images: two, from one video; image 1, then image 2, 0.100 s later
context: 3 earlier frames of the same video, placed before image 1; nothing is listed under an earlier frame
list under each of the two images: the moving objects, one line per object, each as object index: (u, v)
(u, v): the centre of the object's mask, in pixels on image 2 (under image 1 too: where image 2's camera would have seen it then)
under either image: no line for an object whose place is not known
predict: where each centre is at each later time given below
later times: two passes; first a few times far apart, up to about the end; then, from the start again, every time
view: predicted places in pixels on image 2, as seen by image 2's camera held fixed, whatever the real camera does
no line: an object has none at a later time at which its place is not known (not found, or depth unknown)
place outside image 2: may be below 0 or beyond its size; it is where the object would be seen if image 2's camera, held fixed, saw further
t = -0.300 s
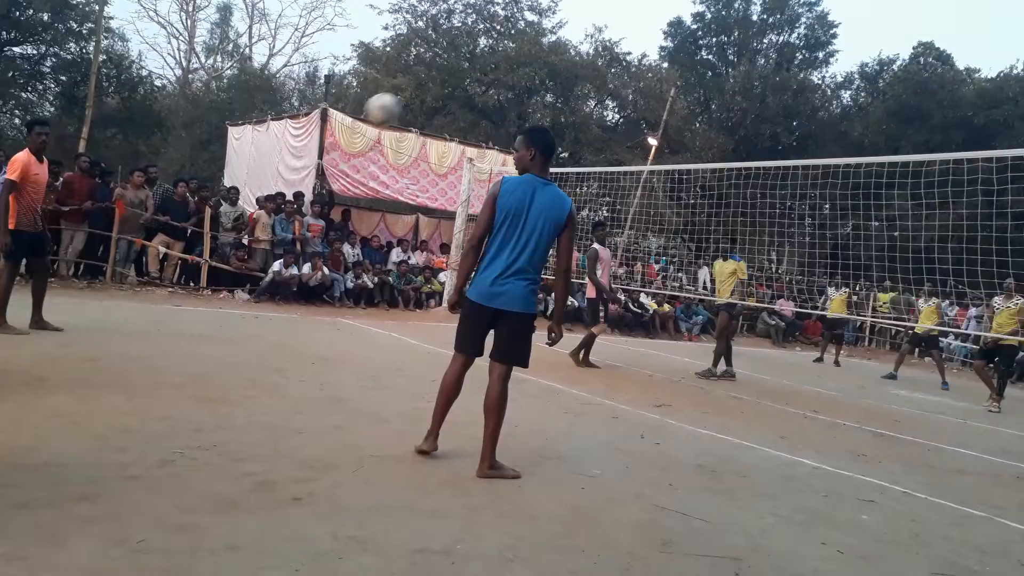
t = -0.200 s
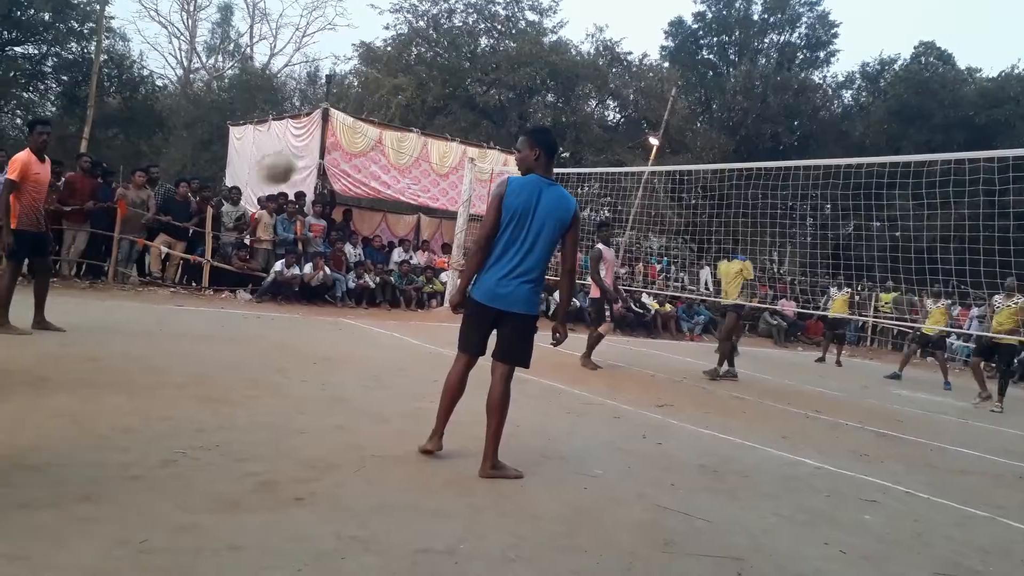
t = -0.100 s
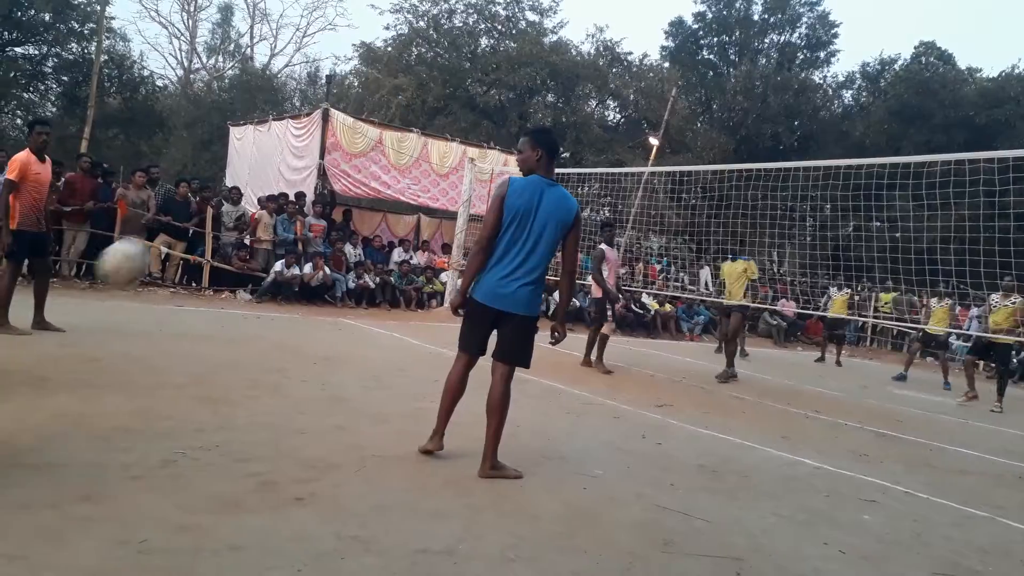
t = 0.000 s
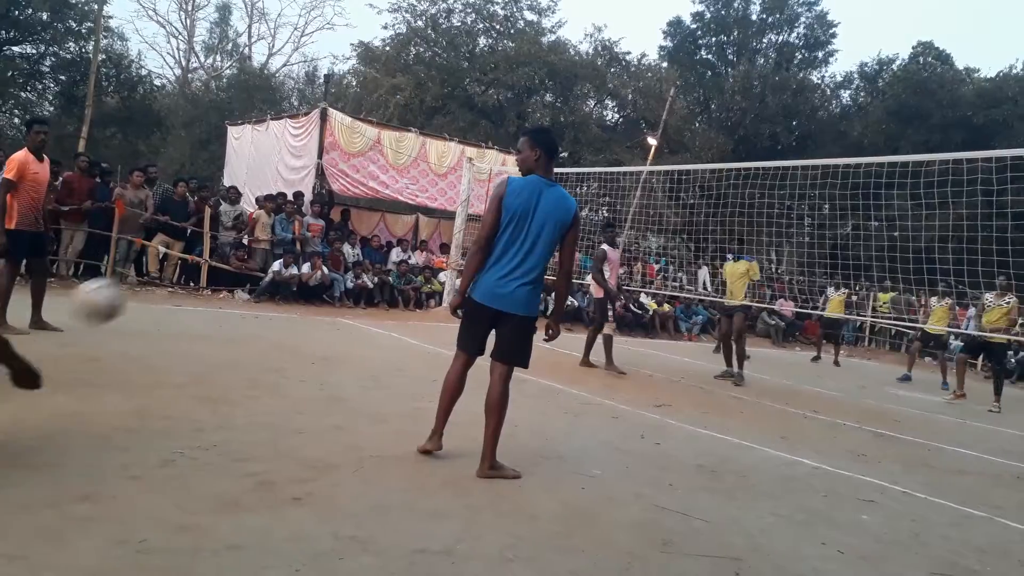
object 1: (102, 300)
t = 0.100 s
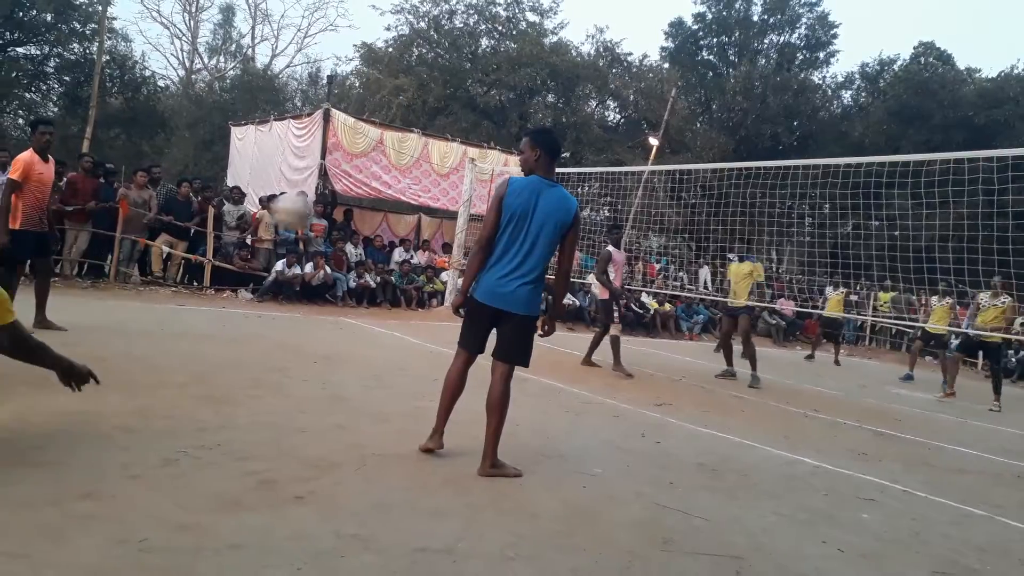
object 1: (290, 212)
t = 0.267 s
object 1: (493, 142)
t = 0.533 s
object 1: (667, 130)
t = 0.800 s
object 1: (752, 174)
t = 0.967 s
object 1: (786, 211)
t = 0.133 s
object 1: (342, 190)
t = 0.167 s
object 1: (388, 174)
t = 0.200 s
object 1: (427, 163)
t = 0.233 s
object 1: (461, 151)
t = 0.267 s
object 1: (493, 142)
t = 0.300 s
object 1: (517, 135)
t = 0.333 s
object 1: (551, 128)
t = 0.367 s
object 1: (570, 128)
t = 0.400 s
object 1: (594, 126)
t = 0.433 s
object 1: (614, 126)
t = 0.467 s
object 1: (633, 126)
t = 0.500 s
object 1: (651, 127)
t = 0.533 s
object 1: (667, 130)
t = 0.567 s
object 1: (681, 134)
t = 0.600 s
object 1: (694, 138)
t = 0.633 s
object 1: (707, 144)
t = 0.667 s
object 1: (718, 150)
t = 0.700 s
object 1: (727, 157)
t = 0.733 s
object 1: (736, 159)
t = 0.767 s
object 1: (745, 165)
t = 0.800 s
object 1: (752, 174)
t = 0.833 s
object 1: (760, 178)
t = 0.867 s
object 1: (768, 185)
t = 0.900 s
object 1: (774, 193)
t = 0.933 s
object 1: (781, 202)
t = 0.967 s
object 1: (786, 211)
